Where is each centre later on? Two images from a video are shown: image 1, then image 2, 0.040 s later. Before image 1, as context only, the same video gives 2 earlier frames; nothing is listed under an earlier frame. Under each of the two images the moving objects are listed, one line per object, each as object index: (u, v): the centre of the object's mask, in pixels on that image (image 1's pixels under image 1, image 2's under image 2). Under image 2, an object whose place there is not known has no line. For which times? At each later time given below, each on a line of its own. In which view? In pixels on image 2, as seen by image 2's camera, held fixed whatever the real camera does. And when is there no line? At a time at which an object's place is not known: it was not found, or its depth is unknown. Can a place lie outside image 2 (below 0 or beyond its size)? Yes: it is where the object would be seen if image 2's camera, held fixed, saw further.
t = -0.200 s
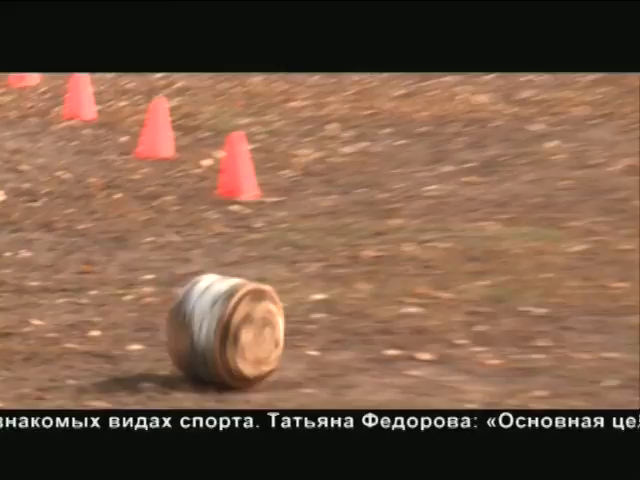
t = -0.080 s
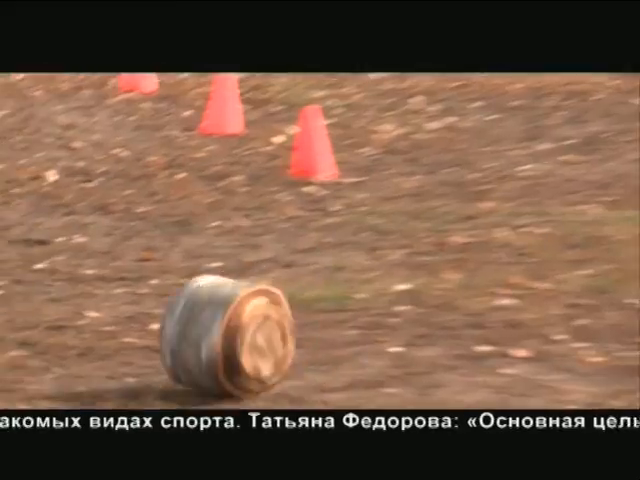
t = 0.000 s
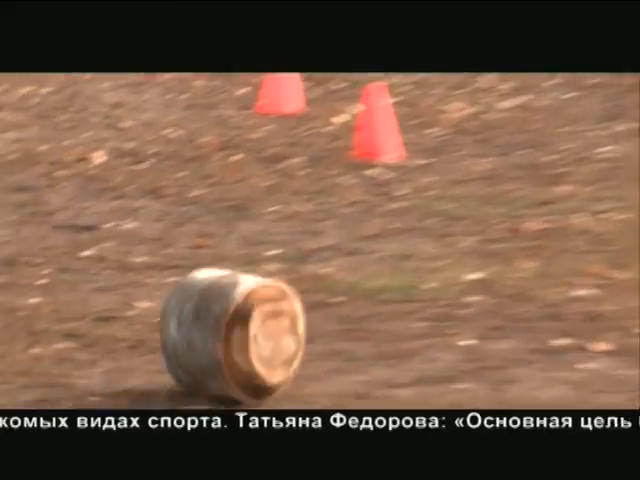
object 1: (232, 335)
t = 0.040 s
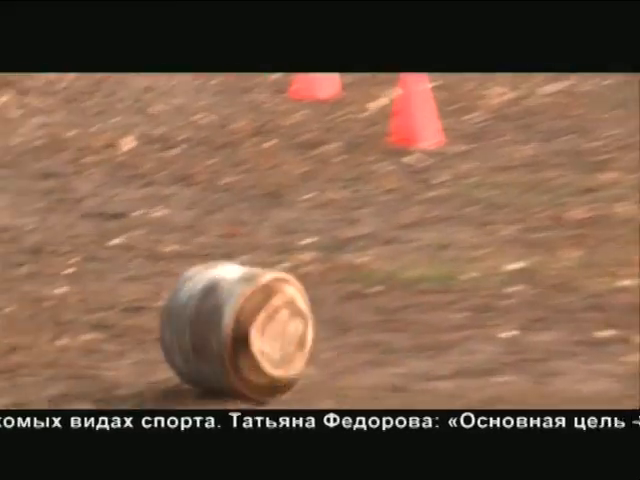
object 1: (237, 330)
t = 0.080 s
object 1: (210, 339)
